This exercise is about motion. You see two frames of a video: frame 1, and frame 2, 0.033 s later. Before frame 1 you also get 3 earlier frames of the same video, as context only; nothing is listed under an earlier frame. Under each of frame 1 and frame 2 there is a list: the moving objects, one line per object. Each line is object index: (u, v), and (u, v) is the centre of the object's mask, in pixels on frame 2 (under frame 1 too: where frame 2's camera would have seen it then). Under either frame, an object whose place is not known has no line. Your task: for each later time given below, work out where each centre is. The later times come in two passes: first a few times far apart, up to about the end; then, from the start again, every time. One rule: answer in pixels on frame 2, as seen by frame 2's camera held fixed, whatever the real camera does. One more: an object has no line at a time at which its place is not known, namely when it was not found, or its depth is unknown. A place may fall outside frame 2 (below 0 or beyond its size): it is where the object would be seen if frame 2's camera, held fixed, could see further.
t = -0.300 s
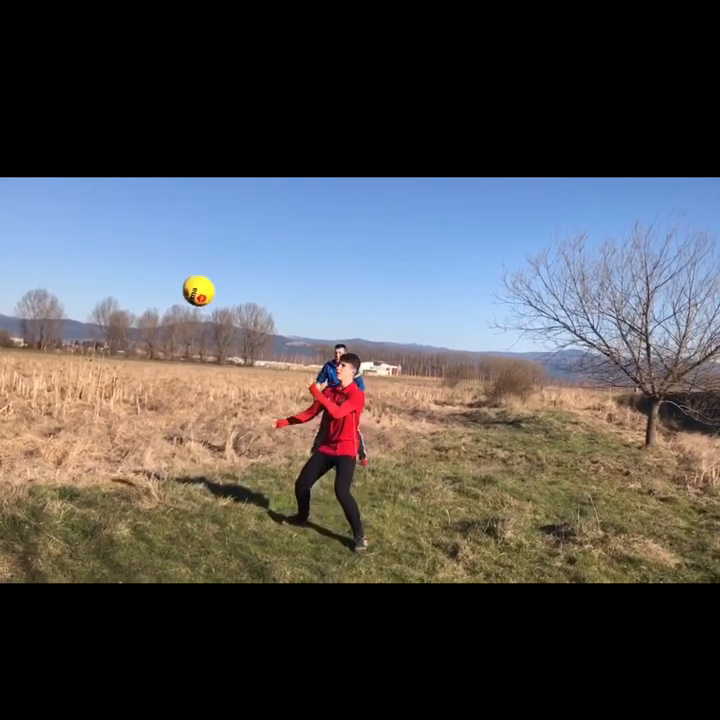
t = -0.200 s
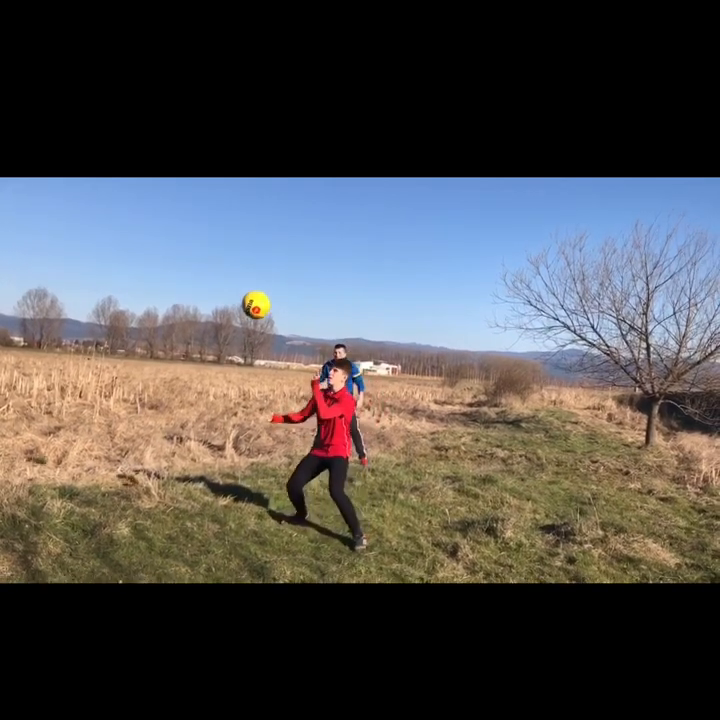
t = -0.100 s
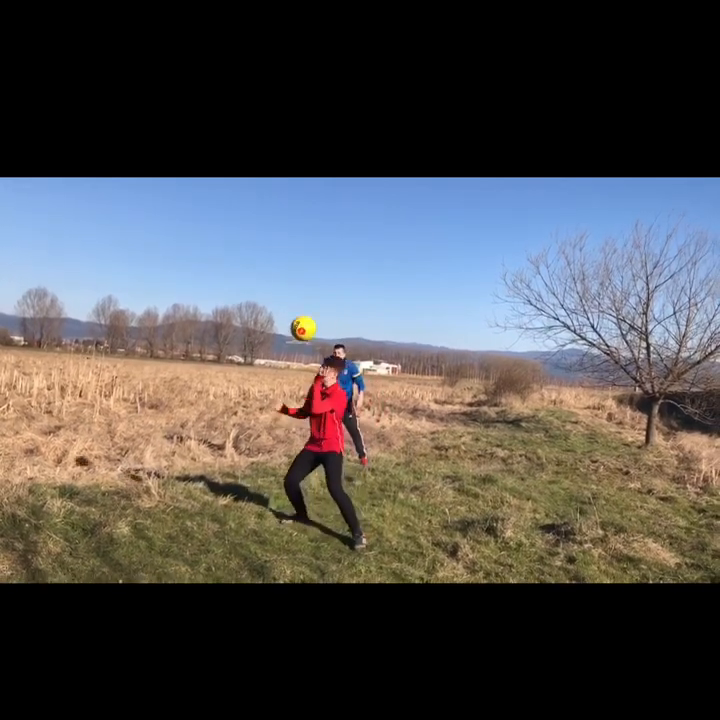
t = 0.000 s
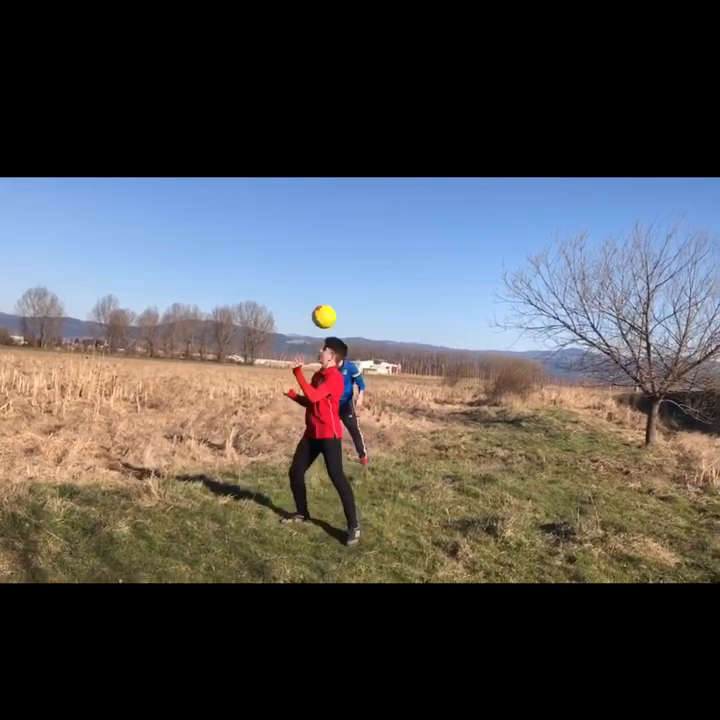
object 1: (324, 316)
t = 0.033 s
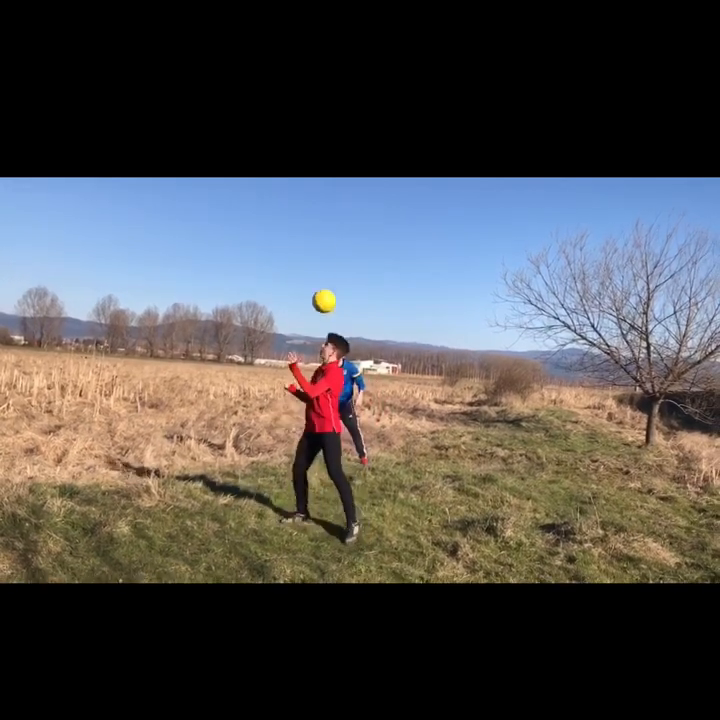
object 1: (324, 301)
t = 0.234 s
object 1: (323, 241)
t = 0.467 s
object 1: (321, 230)
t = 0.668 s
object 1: (318, 260)
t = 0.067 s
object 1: (323, 287)
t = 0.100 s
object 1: (323, 275)
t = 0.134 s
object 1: (323, 264)
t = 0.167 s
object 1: (323, 255)
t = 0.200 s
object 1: (323, 247)
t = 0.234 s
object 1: (323, 241)
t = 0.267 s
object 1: (323, 236)
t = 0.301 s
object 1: (322, 232)
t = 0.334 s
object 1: (322, 230)
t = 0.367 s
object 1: (322, 229)
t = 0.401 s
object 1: (322, 228)
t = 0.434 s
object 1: (321, 229)
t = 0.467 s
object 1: (321, 230)
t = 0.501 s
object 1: (320, 233)
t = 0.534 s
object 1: (320, 237)
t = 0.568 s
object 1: (320, 241)
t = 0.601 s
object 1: (319, 247)
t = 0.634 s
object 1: (319, 253)
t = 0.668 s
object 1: (318, 260)
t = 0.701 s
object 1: (318, 268)
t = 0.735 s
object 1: (317, 276)
